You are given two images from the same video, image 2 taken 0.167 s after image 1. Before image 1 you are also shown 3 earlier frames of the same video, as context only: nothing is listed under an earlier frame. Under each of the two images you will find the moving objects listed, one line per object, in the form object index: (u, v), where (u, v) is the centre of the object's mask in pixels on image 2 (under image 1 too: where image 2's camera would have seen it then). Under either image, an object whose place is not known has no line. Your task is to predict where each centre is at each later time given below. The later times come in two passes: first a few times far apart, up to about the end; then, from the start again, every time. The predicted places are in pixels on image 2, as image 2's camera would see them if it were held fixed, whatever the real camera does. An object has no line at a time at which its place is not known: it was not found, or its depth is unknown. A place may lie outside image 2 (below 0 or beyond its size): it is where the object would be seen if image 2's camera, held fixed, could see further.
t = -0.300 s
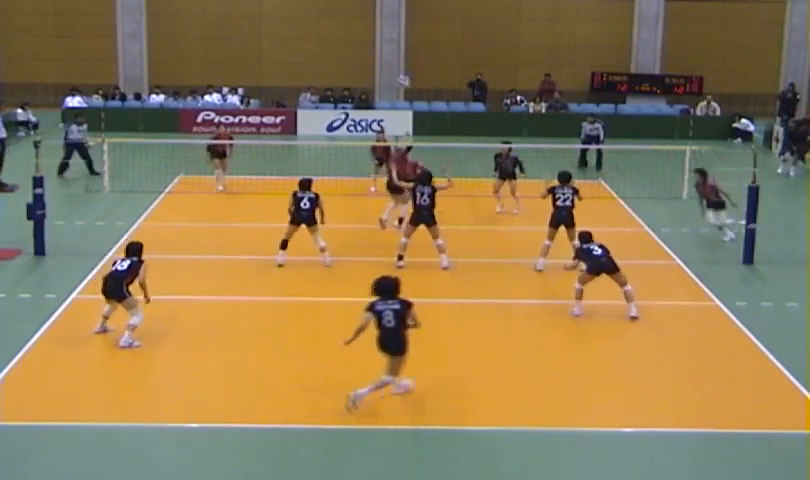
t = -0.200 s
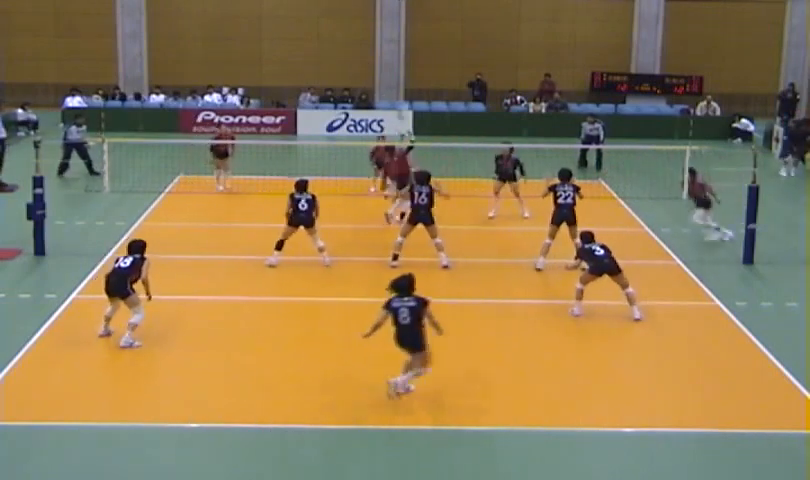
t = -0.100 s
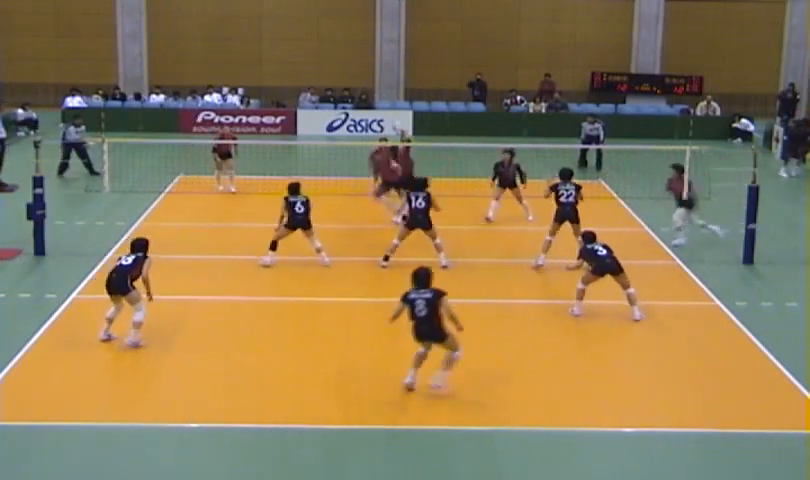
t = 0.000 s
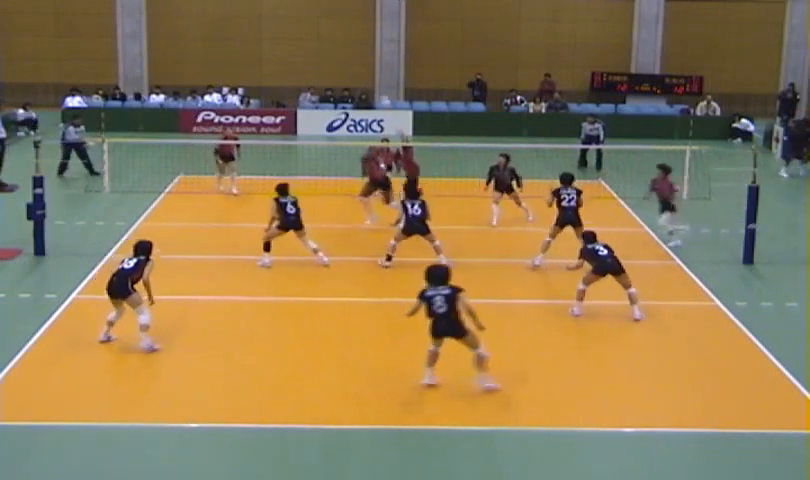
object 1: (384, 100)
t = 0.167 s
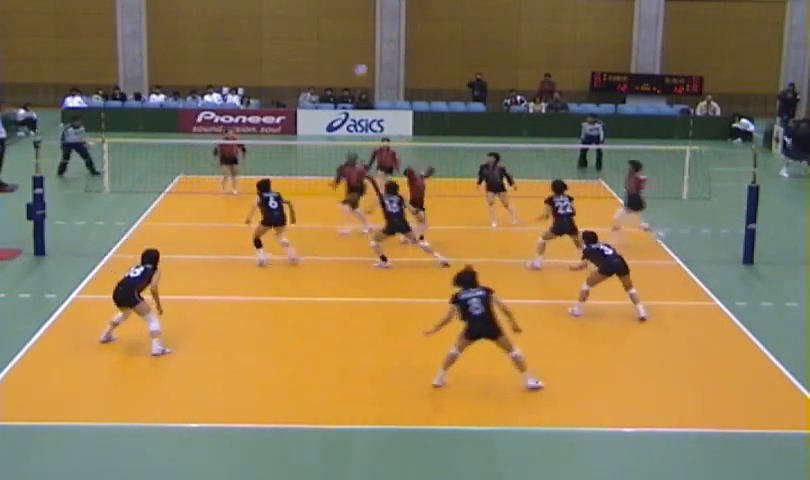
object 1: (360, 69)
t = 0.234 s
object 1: (350, 60)
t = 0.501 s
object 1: (312, 46)
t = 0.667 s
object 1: (288, 56)
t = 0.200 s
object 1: (355, 65)
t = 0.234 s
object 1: (350, 60)
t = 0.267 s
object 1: (345, 57)
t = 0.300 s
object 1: (341, 53)
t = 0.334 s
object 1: (335, 51)
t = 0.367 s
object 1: (330, 48)
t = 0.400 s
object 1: (326, 47)
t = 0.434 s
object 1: (321, 46)
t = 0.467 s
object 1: (317, 46)
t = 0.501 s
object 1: (312, 46)
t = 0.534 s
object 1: (307, 47)
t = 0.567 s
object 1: (302, 48)
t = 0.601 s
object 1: (297, 50)
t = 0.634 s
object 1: (293, 53)
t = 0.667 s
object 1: (288, 56)
